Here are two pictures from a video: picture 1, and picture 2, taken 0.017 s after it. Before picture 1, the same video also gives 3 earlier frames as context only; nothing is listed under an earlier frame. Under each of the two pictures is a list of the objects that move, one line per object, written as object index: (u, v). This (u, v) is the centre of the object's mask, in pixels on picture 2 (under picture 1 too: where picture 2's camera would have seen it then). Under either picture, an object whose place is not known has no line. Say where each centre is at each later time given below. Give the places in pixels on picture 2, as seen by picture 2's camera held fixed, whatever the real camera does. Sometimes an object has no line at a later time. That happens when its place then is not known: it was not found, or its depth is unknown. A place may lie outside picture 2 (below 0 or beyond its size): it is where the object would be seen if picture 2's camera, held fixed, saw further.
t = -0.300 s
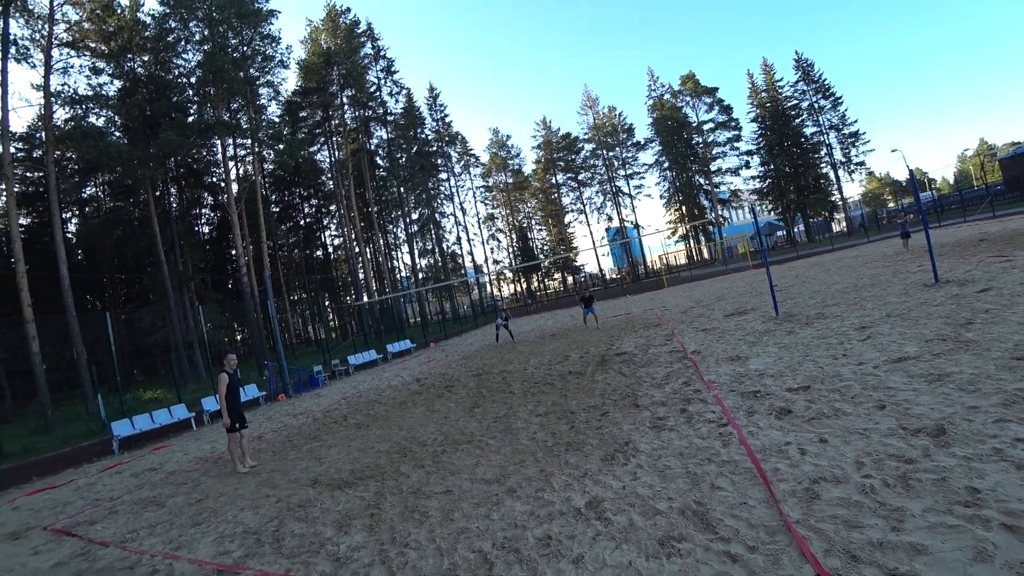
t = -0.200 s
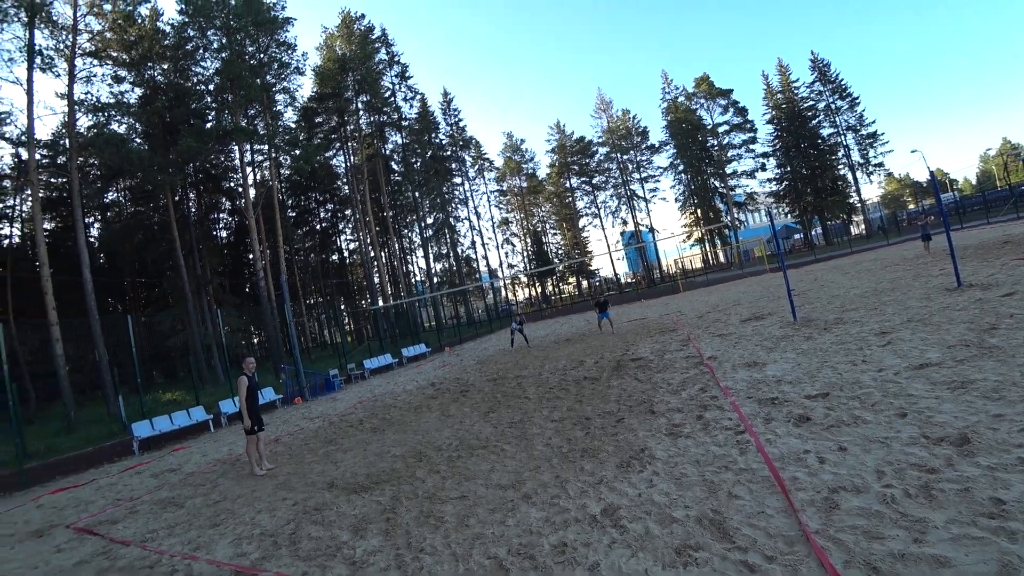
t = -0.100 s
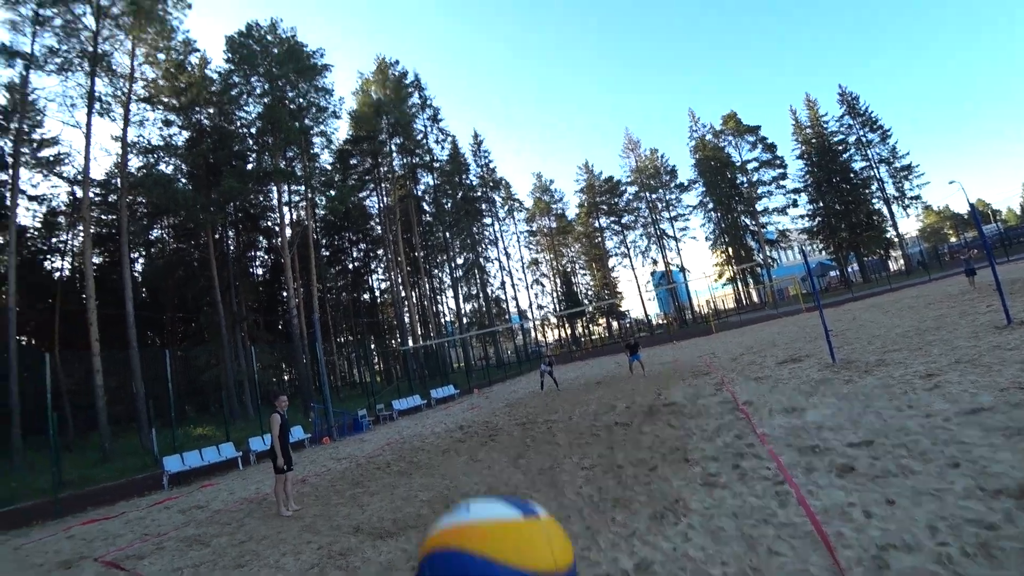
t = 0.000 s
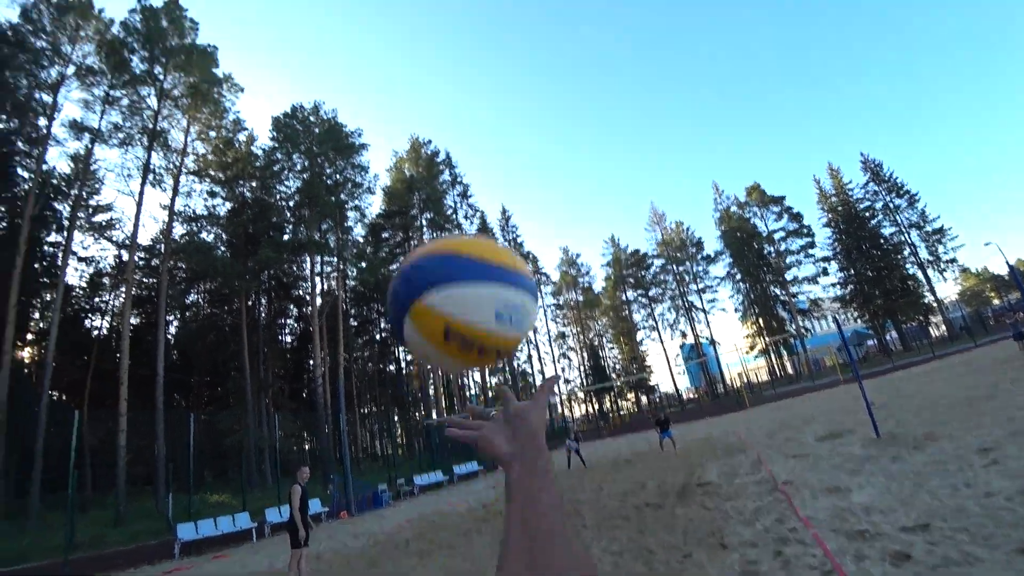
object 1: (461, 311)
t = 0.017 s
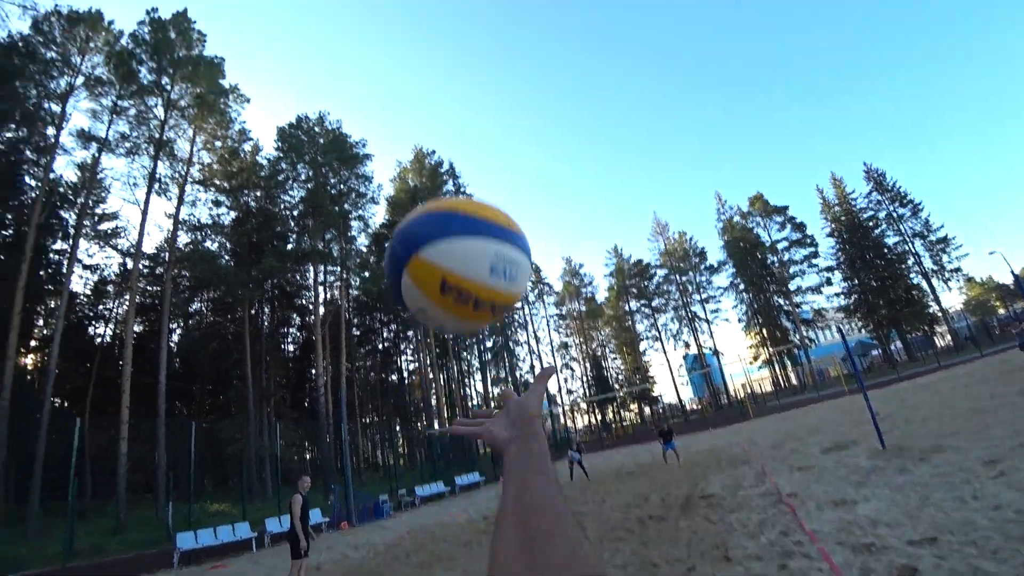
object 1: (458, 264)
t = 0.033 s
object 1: (452, 218)
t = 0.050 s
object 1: (448, 179)
